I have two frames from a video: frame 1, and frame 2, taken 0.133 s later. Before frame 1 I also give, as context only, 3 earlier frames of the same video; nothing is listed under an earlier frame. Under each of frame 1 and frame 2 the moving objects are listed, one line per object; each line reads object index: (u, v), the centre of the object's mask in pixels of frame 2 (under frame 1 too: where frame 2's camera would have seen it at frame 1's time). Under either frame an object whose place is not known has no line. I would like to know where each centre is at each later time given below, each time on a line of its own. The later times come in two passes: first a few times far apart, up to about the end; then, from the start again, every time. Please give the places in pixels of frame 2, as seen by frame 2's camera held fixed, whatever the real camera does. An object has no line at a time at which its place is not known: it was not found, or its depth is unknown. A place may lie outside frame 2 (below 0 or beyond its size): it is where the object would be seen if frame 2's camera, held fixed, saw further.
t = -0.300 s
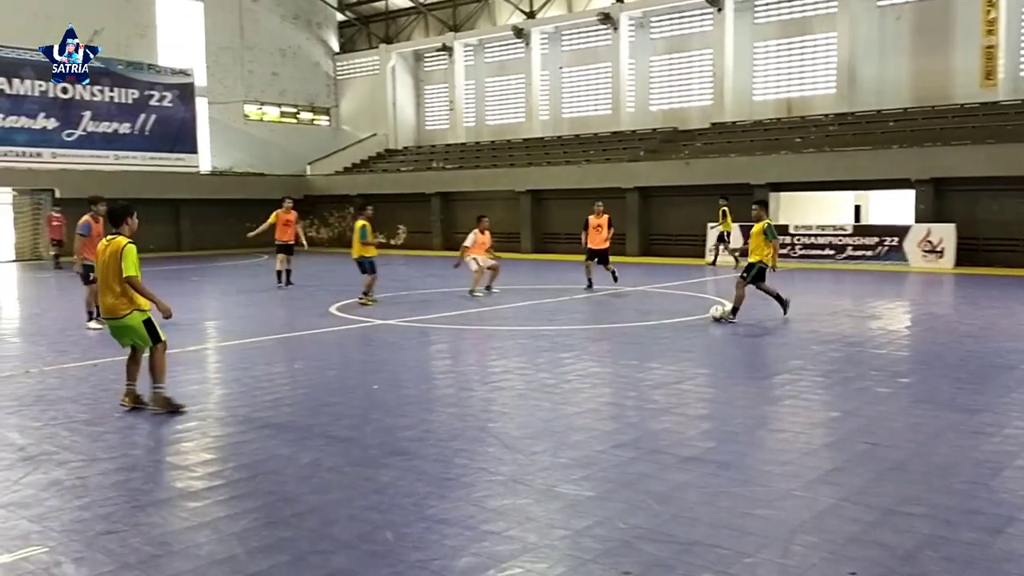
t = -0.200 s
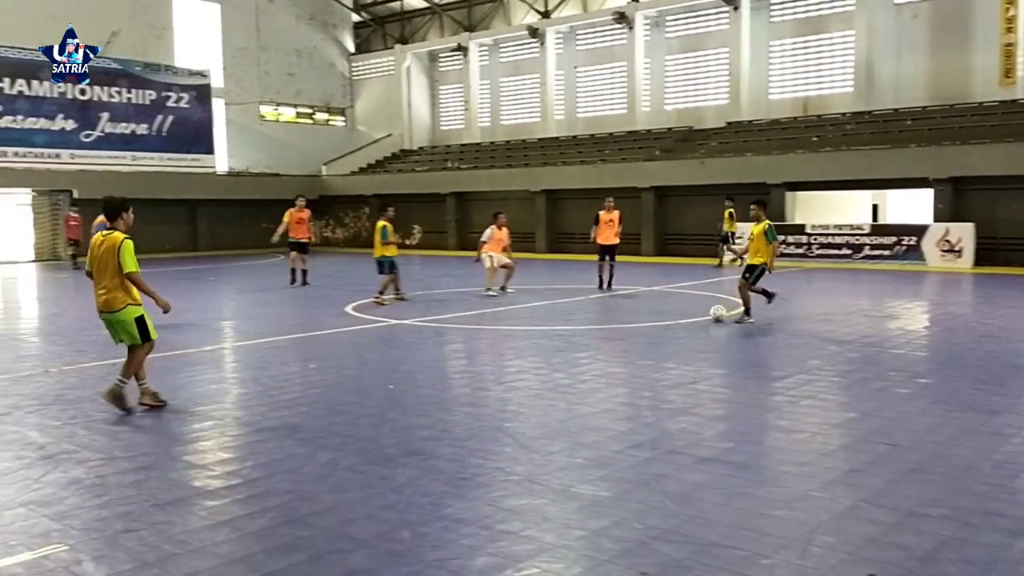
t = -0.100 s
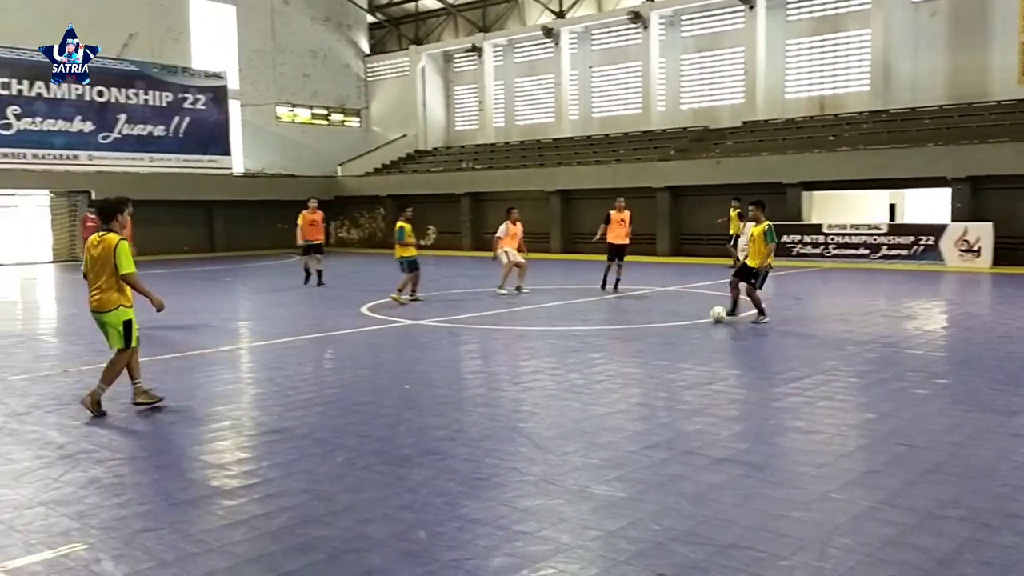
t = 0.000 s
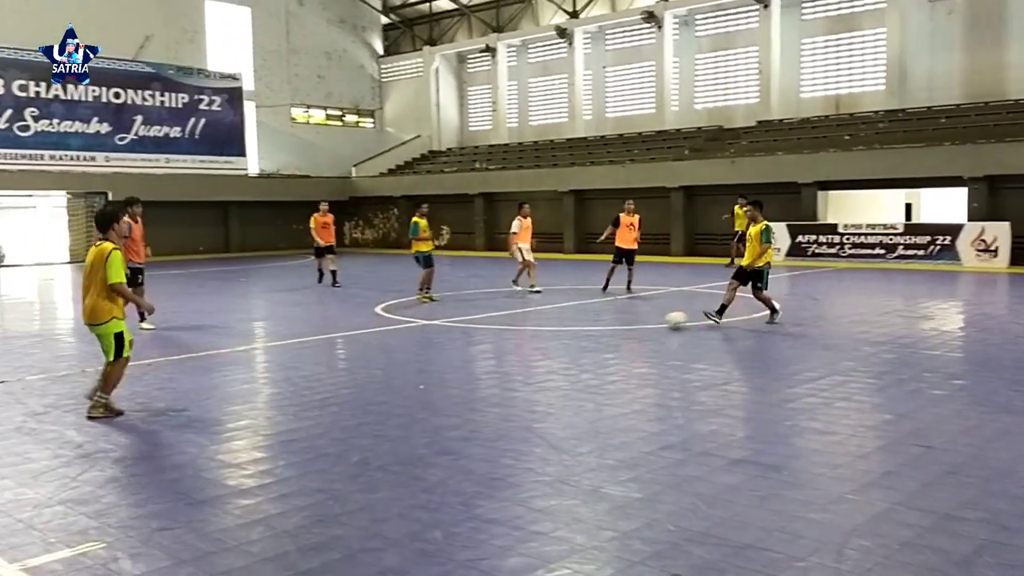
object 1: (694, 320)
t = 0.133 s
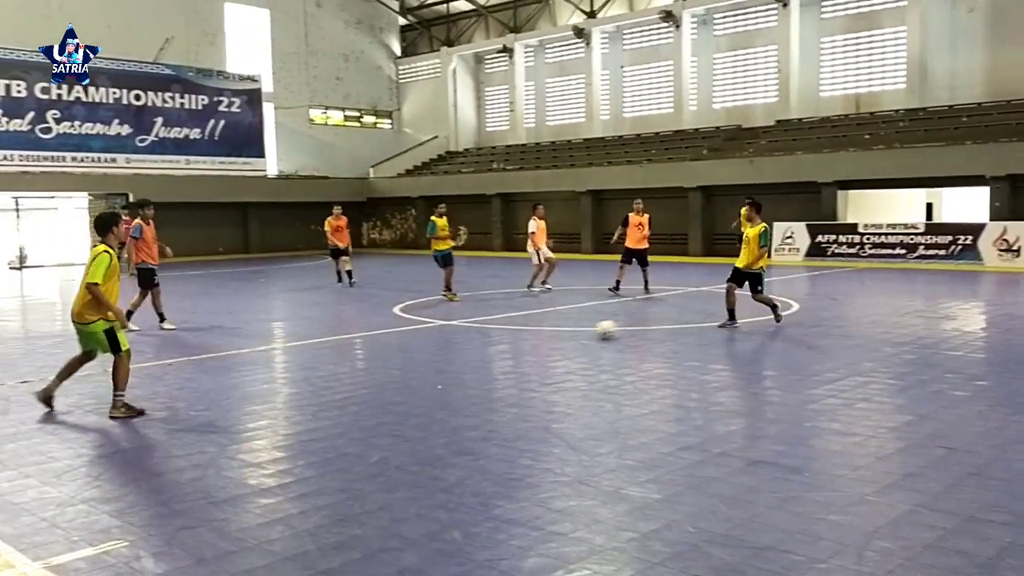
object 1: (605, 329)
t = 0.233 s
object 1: (540, 337)
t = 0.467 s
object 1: (376, 354)
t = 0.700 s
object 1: (206, 369)
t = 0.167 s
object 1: (584, 332)
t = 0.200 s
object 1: (562, 335)
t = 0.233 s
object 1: (540, 337)
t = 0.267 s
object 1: (517, 340)
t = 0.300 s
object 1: (493, 341)
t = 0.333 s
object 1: (470, 343)
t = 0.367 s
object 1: (447, 346)
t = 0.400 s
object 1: (424, 349)
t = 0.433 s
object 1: (400, 351)
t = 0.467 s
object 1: (376, 354)
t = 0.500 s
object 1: (351, 356)
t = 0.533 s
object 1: (328, 359)
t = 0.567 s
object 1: (305, 362)
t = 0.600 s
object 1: (278, 365)
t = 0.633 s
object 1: (254, 368)
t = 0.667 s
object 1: (231, 368)
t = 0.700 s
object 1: (206, 369)
